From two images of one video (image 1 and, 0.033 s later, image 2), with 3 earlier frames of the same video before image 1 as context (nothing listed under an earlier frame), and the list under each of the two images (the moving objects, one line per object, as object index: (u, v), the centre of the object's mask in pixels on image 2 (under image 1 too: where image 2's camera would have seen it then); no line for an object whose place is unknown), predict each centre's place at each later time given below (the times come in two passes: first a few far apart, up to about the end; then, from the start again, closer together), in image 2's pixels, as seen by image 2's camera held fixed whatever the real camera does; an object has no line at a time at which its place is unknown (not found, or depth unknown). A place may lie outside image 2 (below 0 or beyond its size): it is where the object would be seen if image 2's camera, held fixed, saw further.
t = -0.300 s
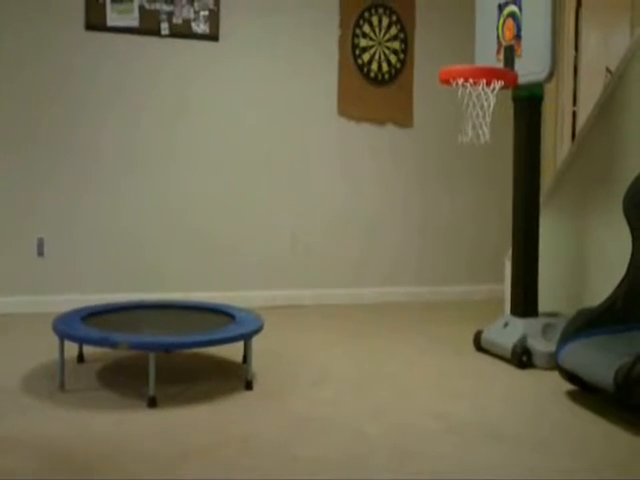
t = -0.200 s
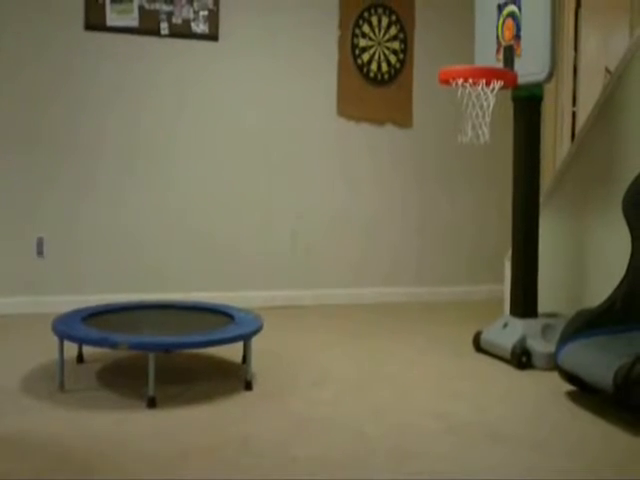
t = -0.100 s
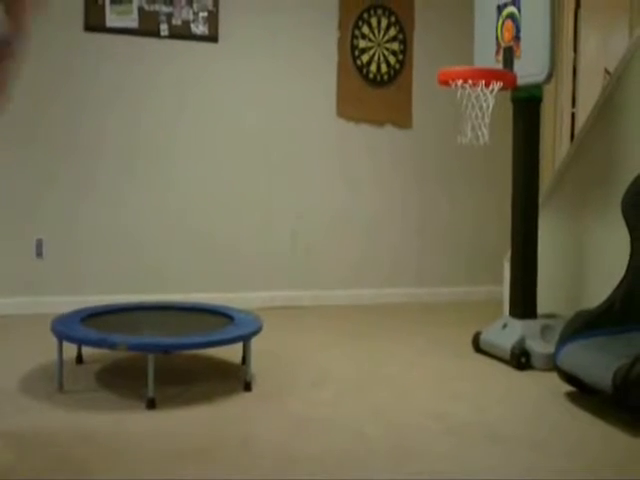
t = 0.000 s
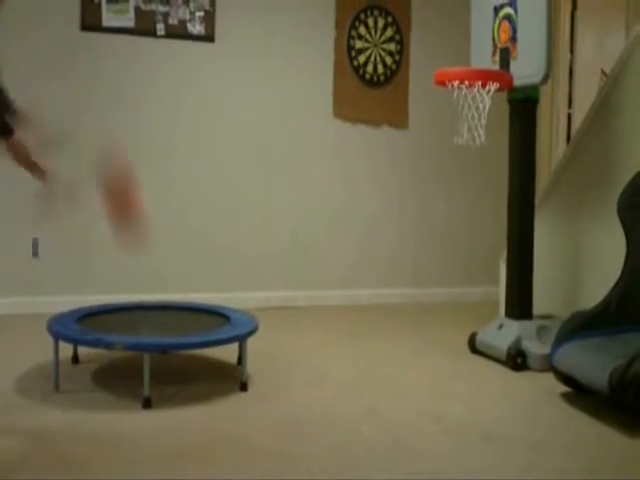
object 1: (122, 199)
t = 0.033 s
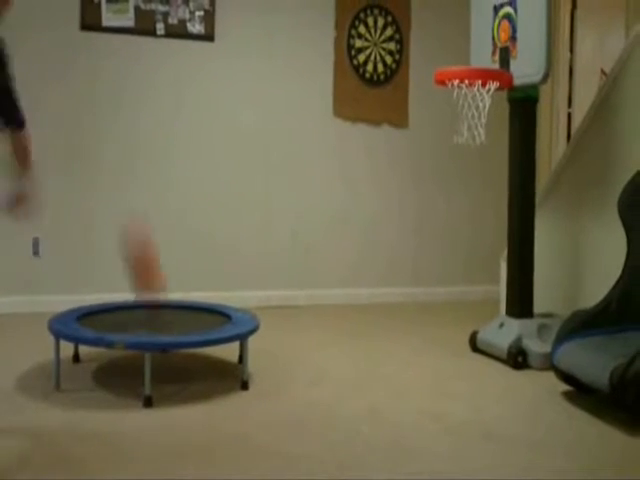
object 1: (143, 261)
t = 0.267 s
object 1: (222, 105)
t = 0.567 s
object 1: (296, 1)
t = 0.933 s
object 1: (421, 14)
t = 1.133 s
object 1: (480, 96)
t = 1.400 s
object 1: (435, 205)
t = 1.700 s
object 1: (394, 244)
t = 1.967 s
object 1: (365, 189)
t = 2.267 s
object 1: (332, 328)
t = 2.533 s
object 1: (311, 238)
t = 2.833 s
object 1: (282, 300)
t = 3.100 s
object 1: (266, 260)
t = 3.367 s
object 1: (253, 309)
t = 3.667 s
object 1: (232, 288)
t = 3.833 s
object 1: (222, 295)
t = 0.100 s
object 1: (173, 256)
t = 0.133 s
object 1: (185, 218)
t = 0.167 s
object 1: (195, 183)
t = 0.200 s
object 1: (204, 153)
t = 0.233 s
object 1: (213, 127)
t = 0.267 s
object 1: (222, 105)
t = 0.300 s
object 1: (231, 87)
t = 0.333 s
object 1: (239, 71)
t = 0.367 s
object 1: (245, 59)
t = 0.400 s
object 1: (252, 50)
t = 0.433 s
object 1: (259, 43)
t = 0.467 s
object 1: (266, 29)
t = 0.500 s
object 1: (276, 15)
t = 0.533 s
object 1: (286, 7)
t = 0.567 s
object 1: (296, 1)
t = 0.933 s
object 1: (421, 14)
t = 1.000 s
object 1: (445, 42)
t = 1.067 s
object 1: (470, 65)
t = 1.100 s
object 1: (484, 92)
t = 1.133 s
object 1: (480, 96)
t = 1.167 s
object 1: (478, 106)
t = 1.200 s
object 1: (470, 118)
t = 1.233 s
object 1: (462, 118)
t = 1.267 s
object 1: (457, 128)
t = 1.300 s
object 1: (452, 143)
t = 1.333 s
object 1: (446, 160)
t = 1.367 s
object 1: (440, 181)
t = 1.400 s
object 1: (435, 205)
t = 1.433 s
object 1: (429, 235)
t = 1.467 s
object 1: (422, 266)
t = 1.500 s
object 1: (417, 299)
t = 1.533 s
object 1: (410, 335)
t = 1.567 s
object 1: (405, 332)
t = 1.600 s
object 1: (402, 308)
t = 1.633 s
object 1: (400, 284)
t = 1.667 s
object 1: (397, 264)
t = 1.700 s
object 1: (394, 244)
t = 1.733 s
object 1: (390, 226)
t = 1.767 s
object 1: (386, 212)
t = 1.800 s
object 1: (383, 201)
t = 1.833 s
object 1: (380, 192)
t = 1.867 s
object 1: (376, 186)
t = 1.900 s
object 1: (373, 185)
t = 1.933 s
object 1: (368, 186)
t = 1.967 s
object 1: (365, 189)
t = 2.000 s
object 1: (366, 195)
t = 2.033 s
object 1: (361, 202)
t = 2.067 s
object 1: (355, 210)
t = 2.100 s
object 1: (353, 223)
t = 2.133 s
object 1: (349, 237)
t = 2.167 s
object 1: (344, 257)
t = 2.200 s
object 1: (340, 275)
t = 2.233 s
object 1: (335, 302)
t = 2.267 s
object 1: (332, 328)
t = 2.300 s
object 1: (329, 326)
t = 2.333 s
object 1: (327, 304)
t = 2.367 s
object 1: (325, 288)
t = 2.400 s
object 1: (322, 272)
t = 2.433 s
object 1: (320, 260)
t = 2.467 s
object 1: (317, 250)
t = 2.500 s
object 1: (314, 243)
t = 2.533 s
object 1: (311, 238)
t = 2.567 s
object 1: (309, 234)
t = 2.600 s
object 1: (305, 234)
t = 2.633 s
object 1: (303, 236)
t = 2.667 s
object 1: (300, 241)
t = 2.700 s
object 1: (296, 247)
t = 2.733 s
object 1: (293, 256)
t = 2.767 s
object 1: (289, 269)
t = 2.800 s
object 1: (286, 282)
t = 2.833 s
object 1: (282, 300)
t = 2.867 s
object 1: (278, 321)
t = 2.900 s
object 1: (276, 319)
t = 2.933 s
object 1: (275, 300)
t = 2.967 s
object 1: (273, 287)
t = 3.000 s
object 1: (271, 276)
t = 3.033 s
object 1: (270, 268)
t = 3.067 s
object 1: (268, 263)
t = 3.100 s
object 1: (266, 260)
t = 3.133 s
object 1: (265, 258)
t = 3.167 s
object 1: (263, 259)
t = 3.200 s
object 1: (260, 263)
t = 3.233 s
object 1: (259, 269)
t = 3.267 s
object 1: (256, 277)
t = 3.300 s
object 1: (254, 288)
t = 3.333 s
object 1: (253, 298)
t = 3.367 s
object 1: (253, 309)
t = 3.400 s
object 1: (250, 305)
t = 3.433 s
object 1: (247, 298)
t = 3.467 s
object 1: (244, 292)
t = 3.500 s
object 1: (242, 286)
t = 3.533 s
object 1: (240, 282)
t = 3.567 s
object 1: (237, 280)
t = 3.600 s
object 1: (236, 281)
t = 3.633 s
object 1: (233, 283)
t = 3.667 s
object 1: (232, 288)
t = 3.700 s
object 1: (229, 292)
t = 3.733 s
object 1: (227, 298)
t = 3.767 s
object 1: (227, 302)
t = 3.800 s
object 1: (223, 299)
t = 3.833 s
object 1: (222, 295)
